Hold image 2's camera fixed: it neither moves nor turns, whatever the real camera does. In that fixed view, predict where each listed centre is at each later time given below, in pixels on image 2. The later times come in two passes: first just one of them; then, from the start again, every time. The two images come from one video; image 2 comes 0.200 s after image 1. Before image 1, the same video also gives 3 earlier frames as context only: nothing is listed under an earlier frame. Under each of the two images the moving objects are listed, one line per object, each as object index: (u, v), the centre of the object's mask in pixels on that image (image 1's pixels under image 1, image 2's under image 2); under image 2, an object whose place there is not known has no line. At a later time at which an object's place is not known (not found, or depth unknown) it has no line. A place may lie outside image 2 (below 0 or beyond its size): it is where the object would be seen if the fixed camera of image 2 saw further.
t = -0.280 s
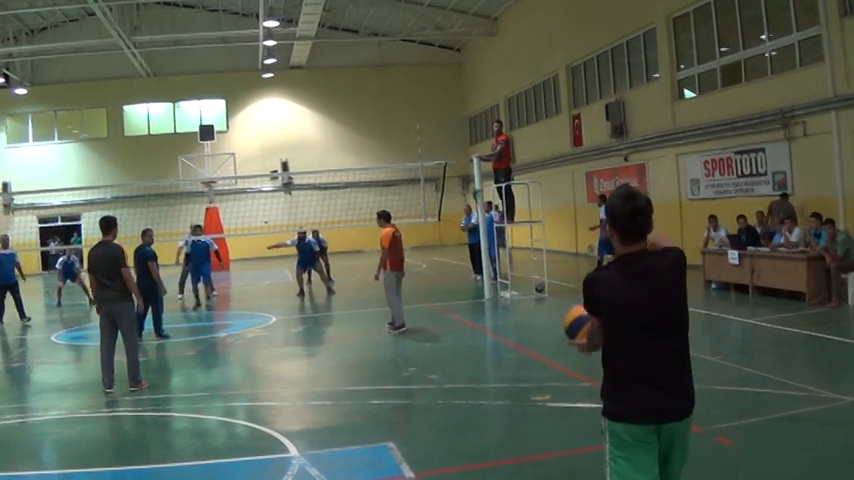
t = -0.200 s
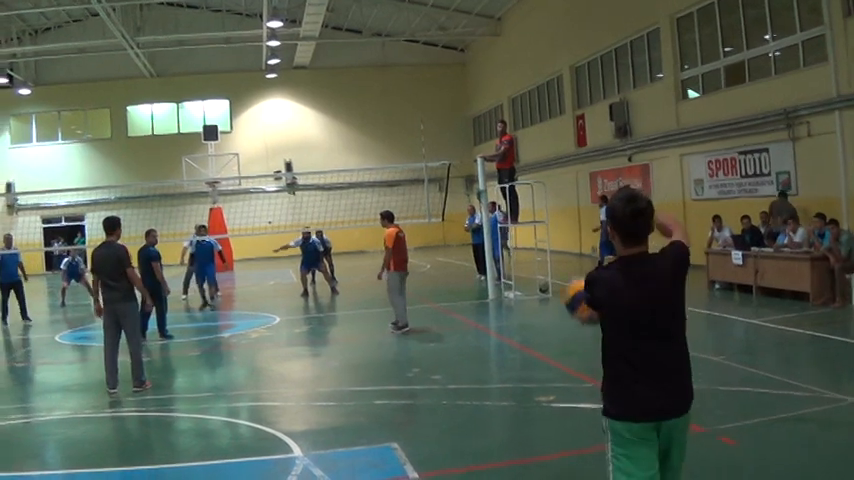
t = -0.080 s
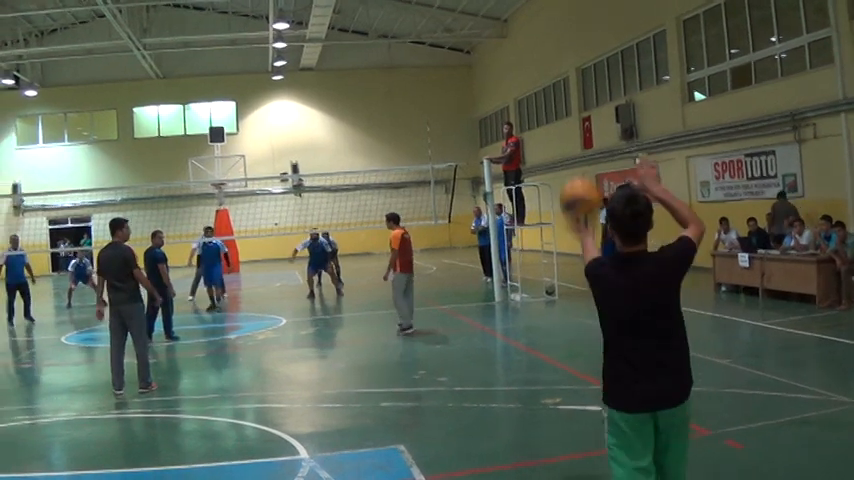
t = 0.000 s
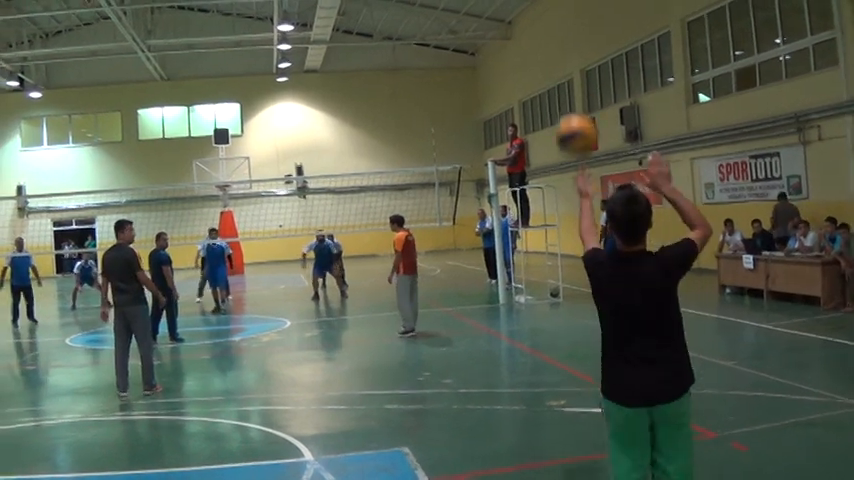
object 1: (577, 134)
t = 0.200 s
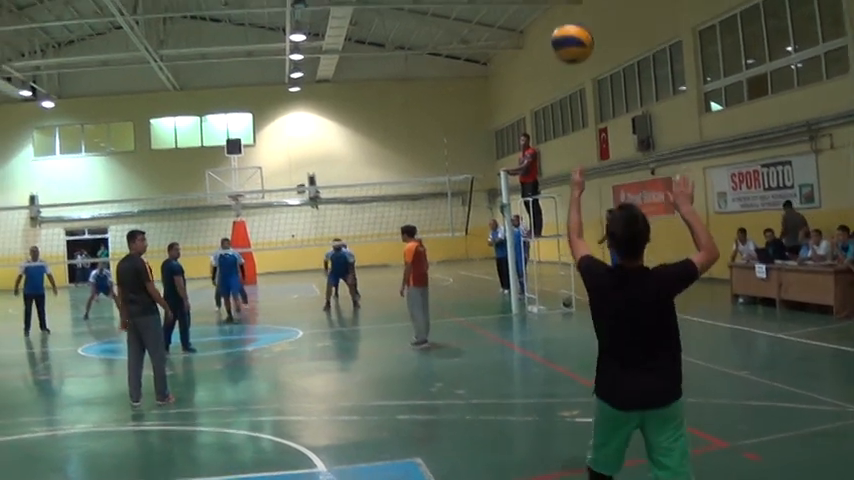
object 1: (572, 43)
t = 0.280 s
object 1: (567, 24)
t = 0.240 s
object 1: (569, 32)
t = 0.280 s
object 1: (567, 24)
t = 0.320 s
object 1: (564, 21)
